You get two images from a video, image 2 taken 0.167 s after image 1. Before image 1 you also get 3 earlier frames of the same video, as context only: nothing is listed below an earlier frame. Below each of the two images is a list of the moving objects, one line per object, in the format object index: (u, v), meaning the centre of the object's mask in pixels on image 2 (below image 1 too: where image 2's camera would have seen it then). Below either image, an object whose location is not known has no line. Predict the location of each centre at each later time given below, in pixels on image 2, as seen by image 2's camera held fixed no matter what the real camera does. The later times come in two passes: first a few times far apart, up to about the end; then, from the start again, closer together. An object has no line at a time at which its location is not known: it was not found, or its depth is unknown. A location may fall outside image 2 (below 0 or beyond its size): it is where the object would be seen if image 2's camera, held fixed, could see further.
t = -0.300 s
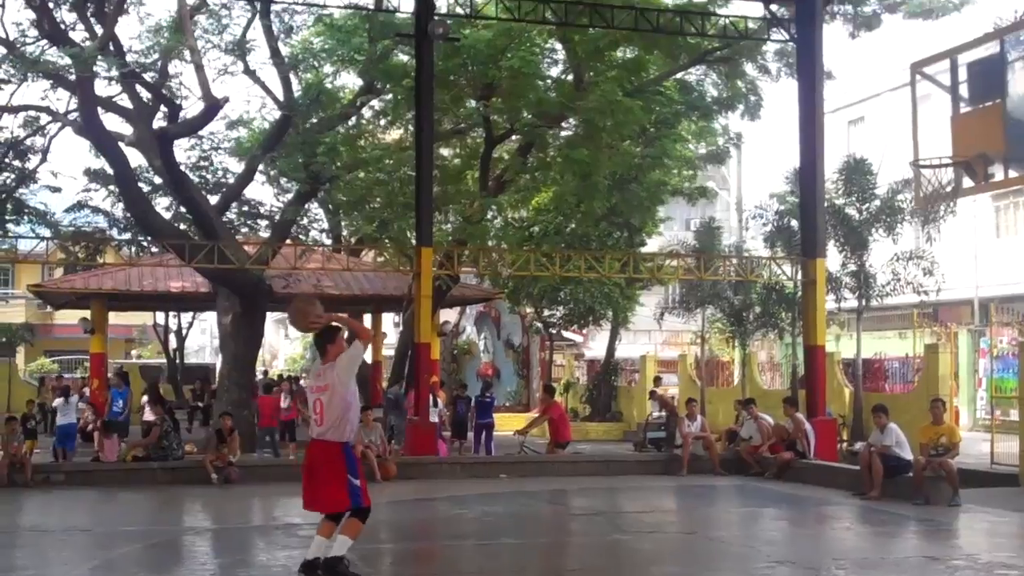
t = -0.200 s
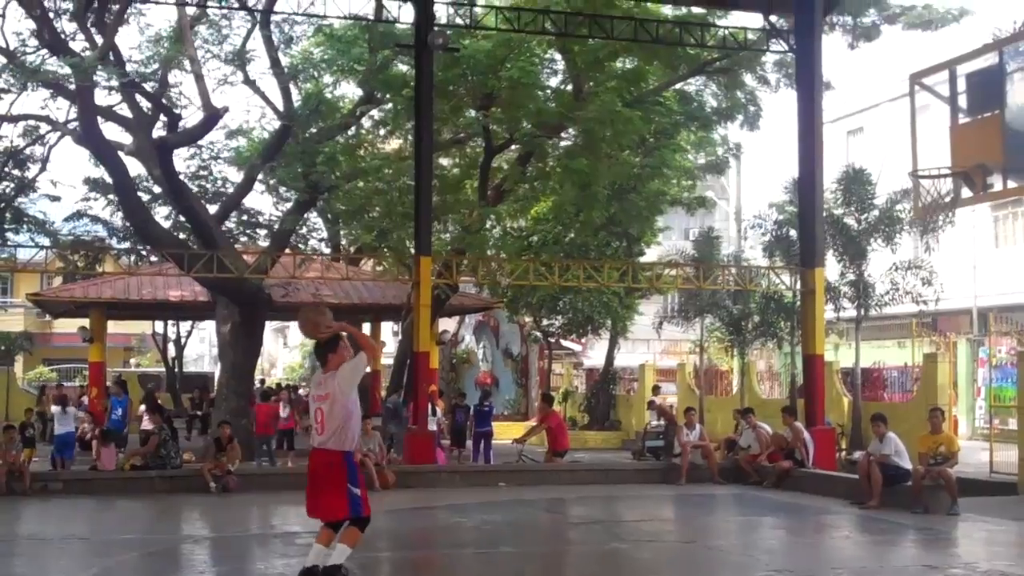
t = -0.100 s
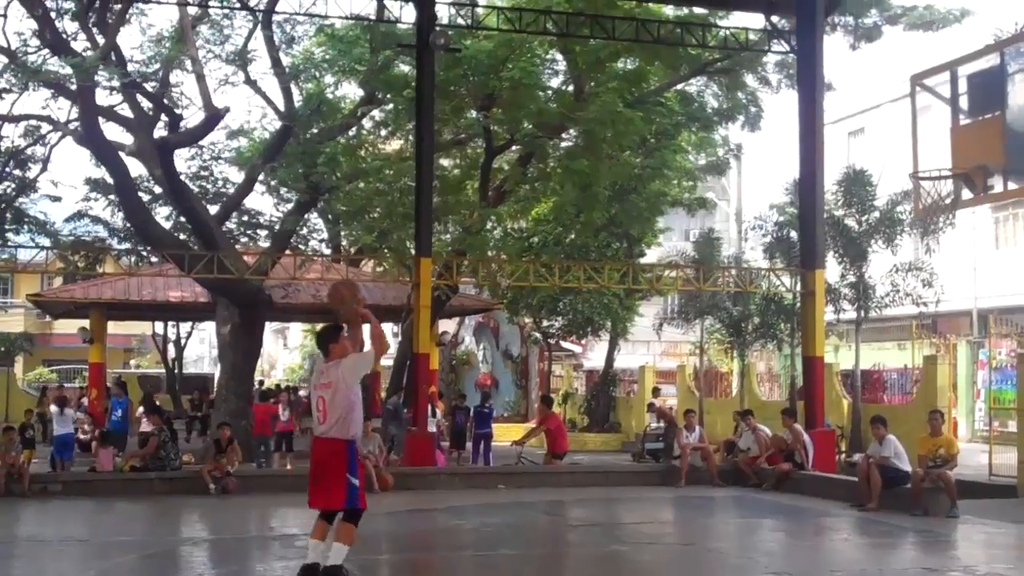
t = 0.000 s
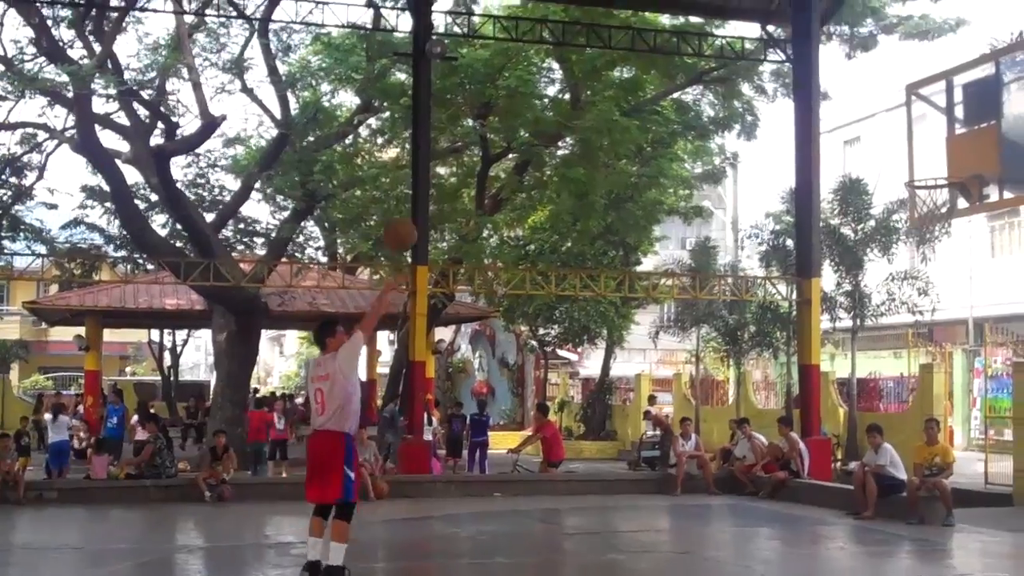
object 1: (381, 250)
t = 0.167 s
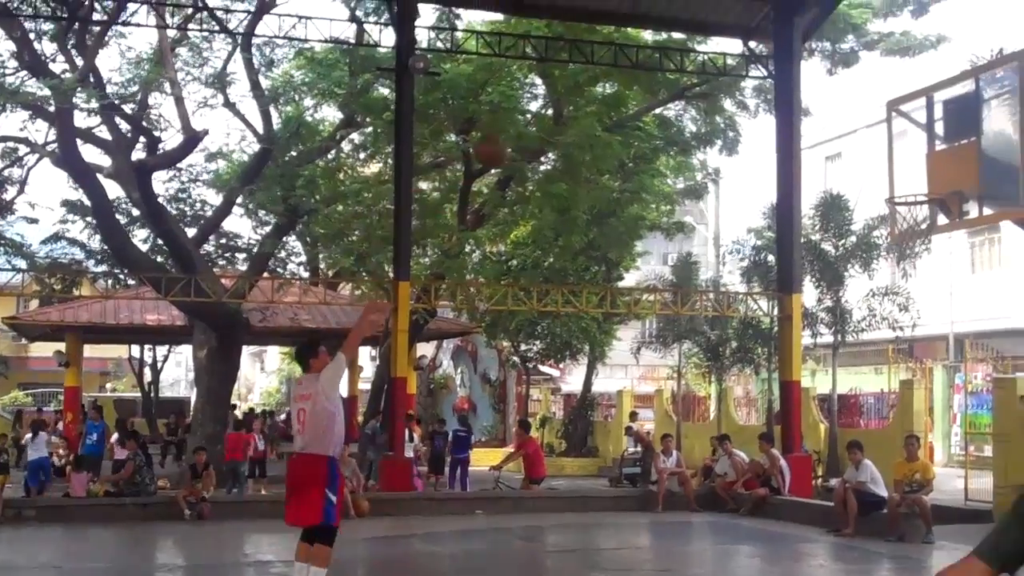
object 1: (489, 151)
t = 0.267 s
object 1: (554, 112)
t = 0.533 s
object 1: (709, 76)
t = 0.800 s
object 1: (853, 131)
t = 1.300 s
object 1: (925, 144)
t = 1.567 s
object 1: (920, 171)
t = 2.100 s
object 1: (914, 216)
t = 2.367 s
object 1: (911, 238)
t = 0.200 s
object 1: (512, 136)
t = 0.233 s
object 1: (533, 123)
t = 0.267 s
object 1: (554, 112)
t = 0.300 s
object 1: (573, 103)
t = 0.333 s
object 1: (593, 93)
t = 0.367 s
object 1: (613, 88)
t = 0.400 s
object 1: (634, 81)
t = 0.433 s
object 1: (653, 78)
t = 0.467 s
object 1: (672, 78)
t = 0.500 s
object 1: (691, 76)
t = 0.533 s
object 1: (709, 76)
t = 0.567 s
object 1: (725, 79)
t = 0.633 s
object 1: (765, 86)
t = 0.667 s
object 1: (780, 90)
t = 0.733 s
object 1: (818, 108)
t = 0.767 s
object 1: (836, 120)
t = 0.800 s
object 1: (853, 131)
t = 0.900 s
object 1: (904, 173)
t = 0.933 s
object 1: (922, 191)
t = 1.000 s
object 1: (898, 200)
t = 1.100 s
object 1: (931, 183)
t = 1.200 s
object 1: (928, 158)
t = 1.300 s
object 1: (925, 144)
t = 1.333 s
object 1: (925, 143)
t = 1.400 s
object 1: (924, 144)
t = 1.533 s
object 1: (920, 162)
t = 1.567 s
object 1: (920, 171)
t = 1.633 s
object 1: (917, 190)
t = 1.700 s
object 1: (914, 192)
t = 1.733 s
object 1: (911, 193)
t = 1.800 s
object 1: (910, 195)
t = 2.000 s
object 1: (914, 204)
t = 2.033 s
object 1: (913, 207)
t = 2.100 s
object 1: (914, 216)
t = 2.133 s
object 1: (914, 219)
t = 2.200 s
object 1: (914, 222)
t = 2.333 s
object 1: (912, 235)
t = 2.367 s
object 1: (911, 238)
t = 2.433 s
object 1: (912, 247)
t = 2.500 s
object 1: (912, 260)
